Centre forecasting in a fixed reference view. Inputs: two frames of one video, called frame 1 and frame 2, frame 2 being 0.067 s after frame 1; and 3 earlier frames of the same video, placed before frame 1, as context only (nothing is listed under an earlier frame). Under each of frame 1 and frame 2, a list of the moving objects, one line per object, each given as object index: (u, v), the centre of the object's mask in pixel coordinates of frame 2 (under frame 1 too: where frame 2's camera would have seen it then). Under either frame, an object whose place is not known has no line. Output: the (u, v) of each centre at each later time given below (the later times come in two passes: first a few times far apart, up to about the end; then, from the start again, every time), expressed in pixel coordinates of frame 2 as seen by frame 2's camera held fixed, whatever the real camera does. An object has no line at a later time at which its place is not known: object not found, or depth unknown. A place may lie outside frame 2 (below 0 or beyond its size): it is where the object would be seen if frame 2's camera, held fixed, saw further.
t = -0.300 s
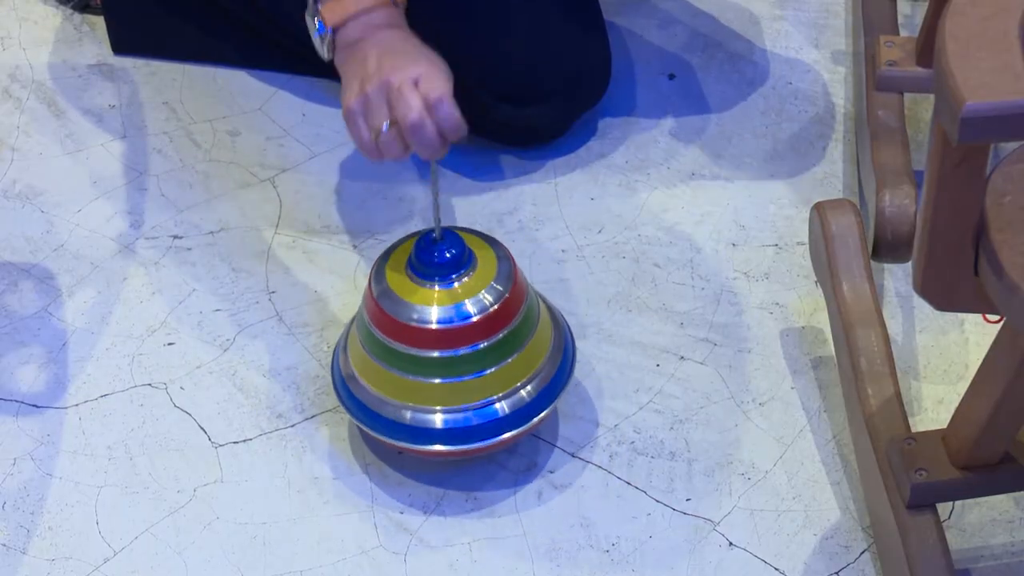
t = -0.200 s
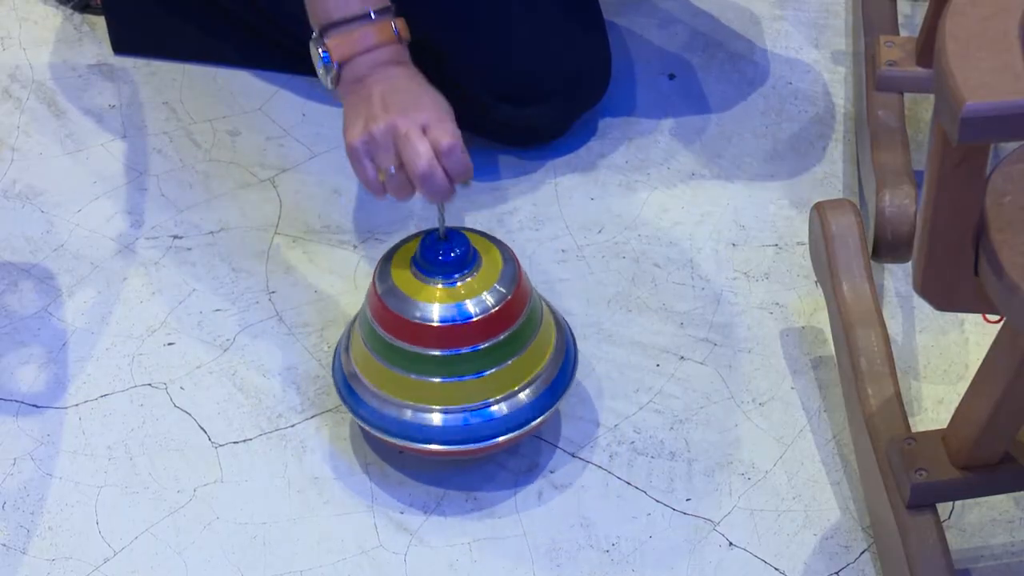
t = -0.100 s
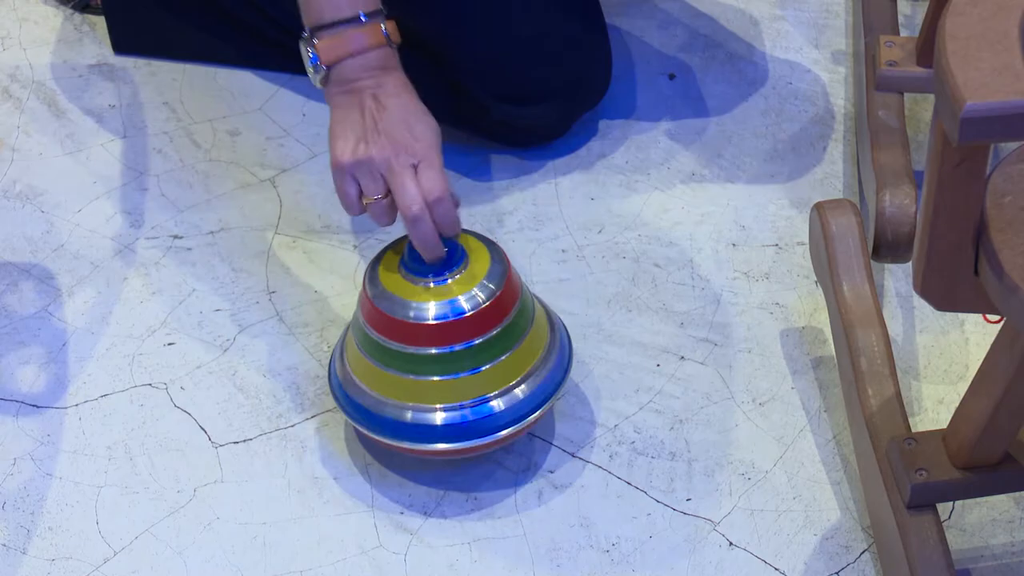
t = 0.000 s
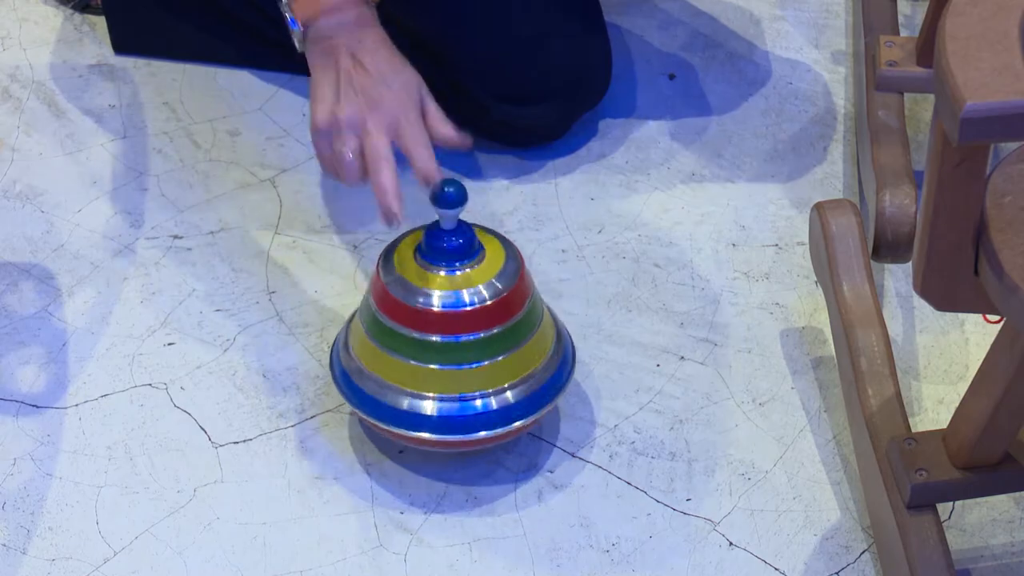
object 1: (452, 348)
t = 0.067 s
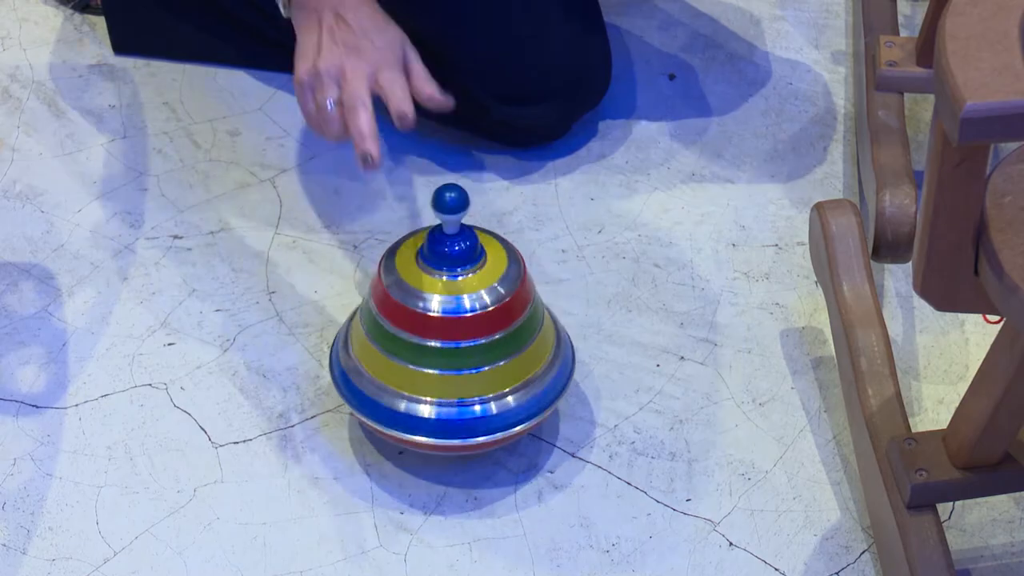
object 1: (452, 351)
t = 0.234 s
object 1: (446, 349)
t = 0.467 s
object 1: (444, 346)
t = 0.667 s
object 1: (445, 345)
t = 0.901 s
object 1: (449, 342)
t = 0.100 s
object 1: (450, 351)
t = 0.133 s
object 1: (447, 350)
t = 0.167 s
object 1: (447, 349)
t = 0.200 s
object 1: (446, 349)
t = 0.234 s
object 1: (446, 349)
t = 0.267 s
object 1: (446, 349)
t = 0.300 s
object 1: (445, 349)
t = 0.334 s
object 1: (444, 349)
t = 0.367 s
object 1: (444, 348)
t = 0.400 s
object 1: (444, 347)
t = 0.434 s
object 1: (444, 346)
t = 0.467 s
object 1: (444, 346)
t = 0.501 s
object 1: (444, 346)
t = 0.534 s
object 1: (444, 346)
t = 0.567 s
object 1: (445, 346)
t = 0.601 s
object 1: (444, 346)
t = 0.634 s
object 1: (444, 345)
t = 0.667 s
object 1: (445, 345)
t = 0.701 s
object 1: (445, 344)
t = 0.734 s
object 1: (446, 344)
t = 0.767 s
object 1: (446, 344)
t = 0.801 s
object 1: (447, 344)
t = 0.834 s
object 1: (448, 341)
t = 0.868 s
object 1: (448, 342)
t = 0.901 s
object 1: (449, 342)
